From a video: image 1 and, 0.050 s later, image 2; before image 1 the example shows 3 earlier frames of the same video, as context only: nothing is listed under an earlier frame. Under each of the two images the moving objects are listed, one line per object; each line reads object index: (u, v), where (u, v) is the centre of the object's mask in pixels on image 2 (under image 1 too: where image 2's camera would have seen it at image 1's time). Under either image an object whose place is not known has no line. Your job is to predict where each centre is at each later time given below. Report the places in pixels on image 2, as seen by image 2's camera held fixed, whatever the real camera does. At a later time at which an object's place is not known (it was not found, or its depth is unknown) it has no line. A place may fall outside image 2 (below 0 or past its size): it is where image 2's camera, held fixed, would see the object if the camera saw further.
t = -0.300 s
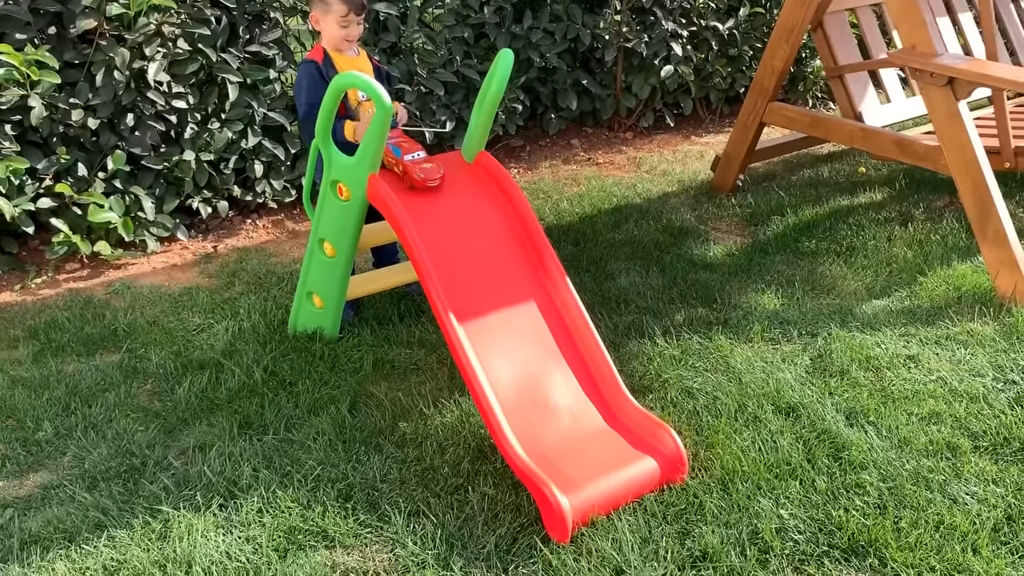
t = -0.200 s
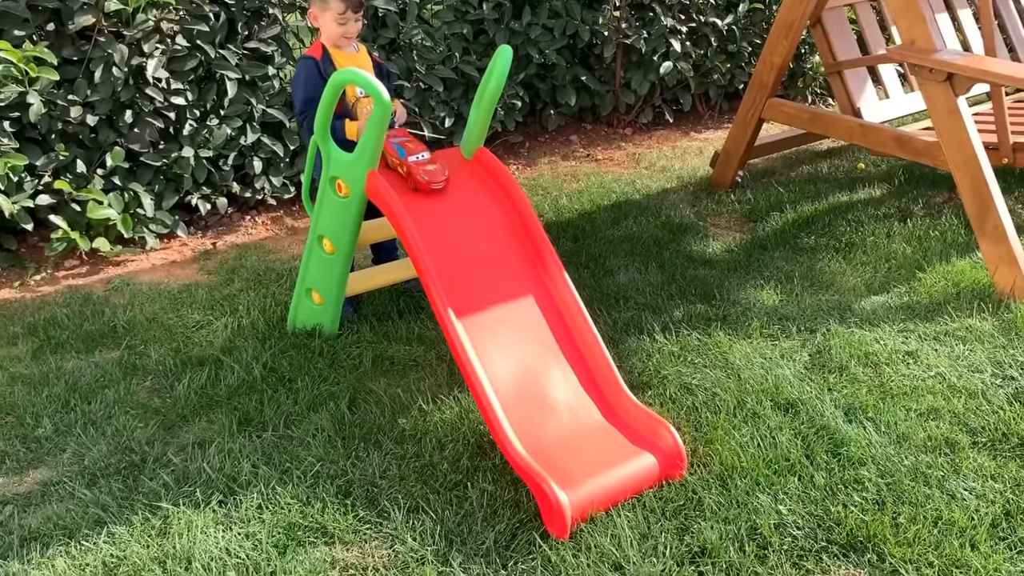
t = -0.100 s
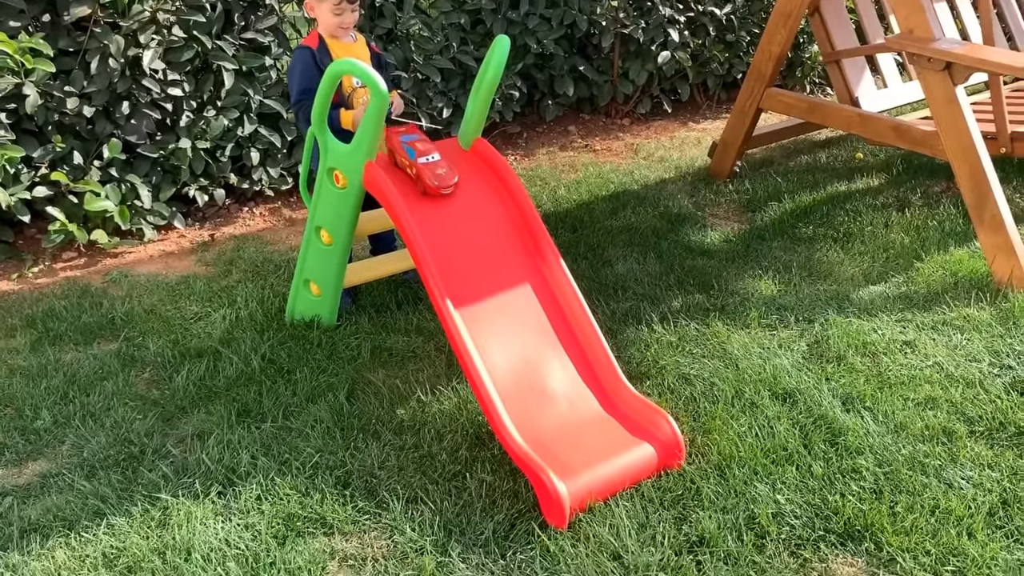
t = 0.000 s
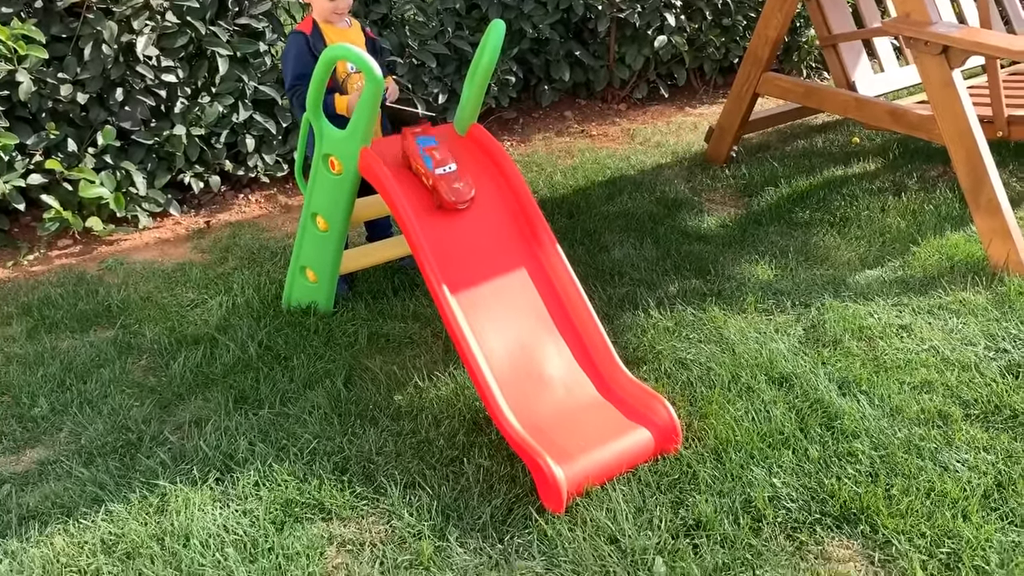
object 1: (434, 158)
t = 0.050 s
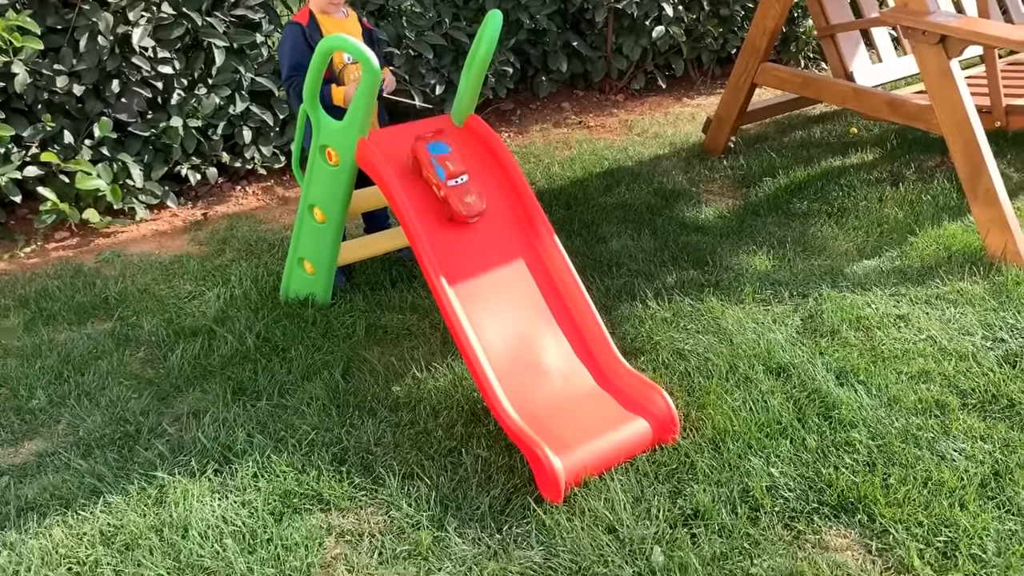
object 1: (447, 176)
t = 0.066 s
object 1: (452, 184)
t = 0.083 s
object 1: (458, 193)
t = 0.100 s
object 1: (464, 202)
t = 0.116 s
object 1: (469, 212)
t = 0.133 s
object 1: (475, 222)
